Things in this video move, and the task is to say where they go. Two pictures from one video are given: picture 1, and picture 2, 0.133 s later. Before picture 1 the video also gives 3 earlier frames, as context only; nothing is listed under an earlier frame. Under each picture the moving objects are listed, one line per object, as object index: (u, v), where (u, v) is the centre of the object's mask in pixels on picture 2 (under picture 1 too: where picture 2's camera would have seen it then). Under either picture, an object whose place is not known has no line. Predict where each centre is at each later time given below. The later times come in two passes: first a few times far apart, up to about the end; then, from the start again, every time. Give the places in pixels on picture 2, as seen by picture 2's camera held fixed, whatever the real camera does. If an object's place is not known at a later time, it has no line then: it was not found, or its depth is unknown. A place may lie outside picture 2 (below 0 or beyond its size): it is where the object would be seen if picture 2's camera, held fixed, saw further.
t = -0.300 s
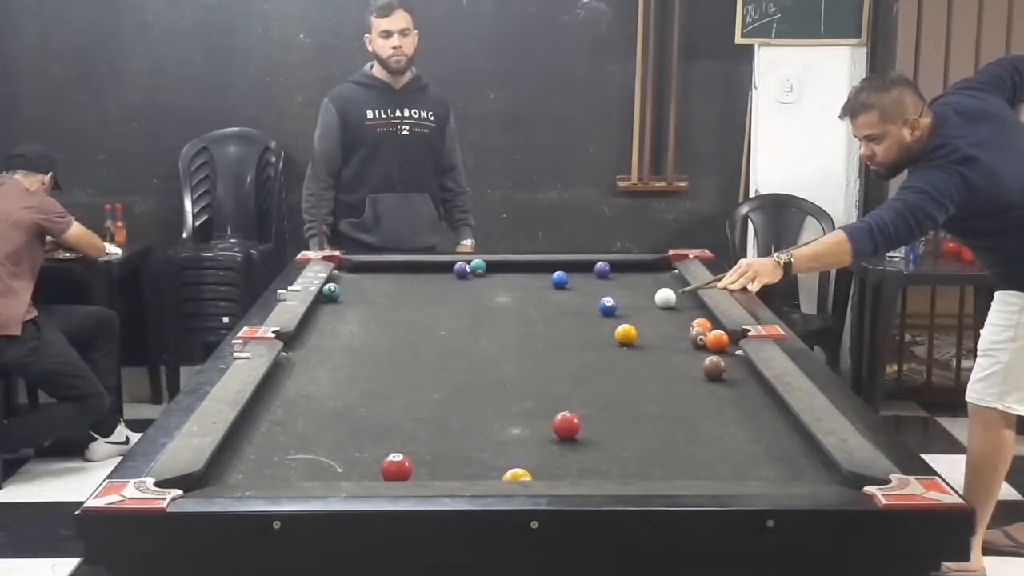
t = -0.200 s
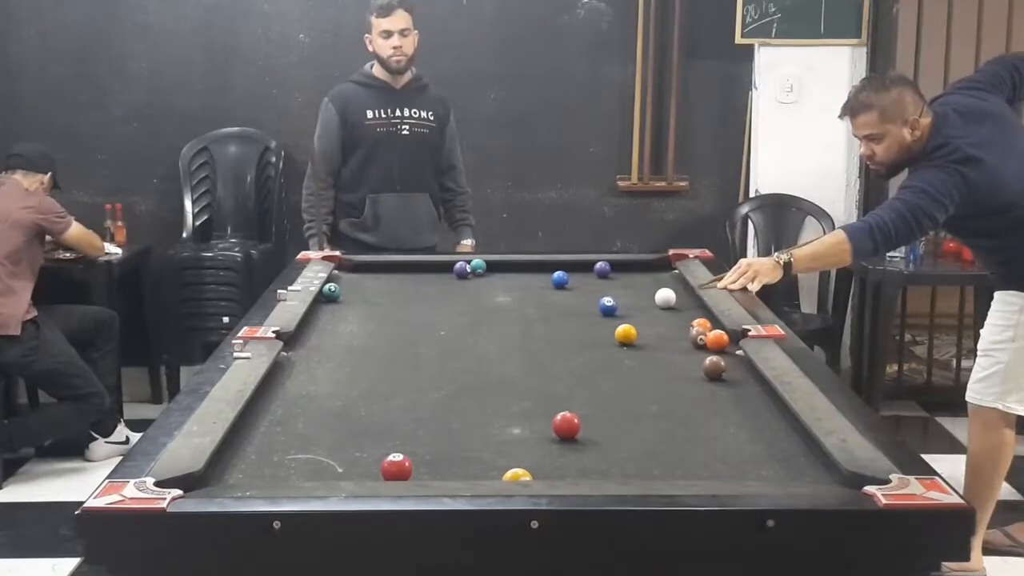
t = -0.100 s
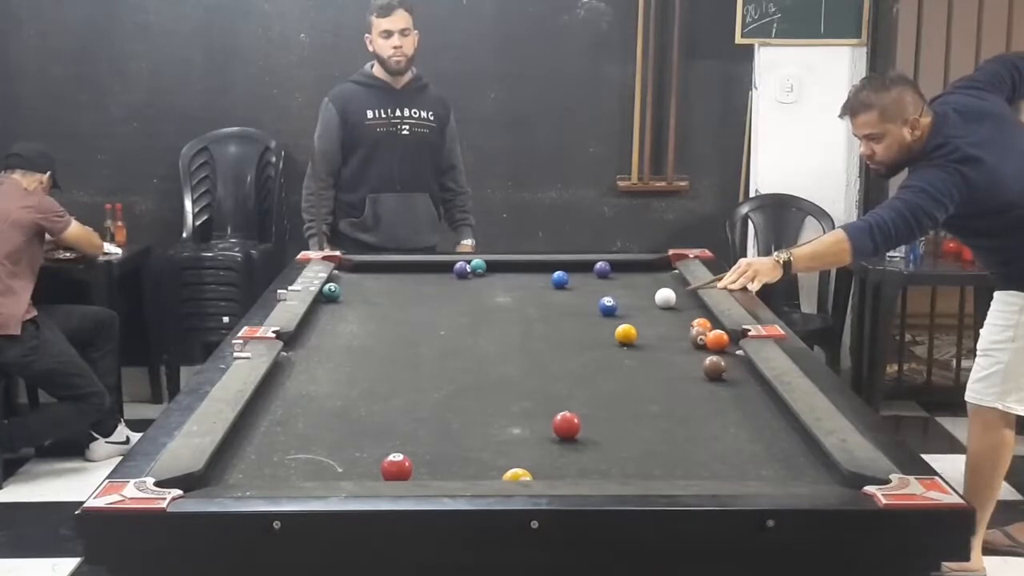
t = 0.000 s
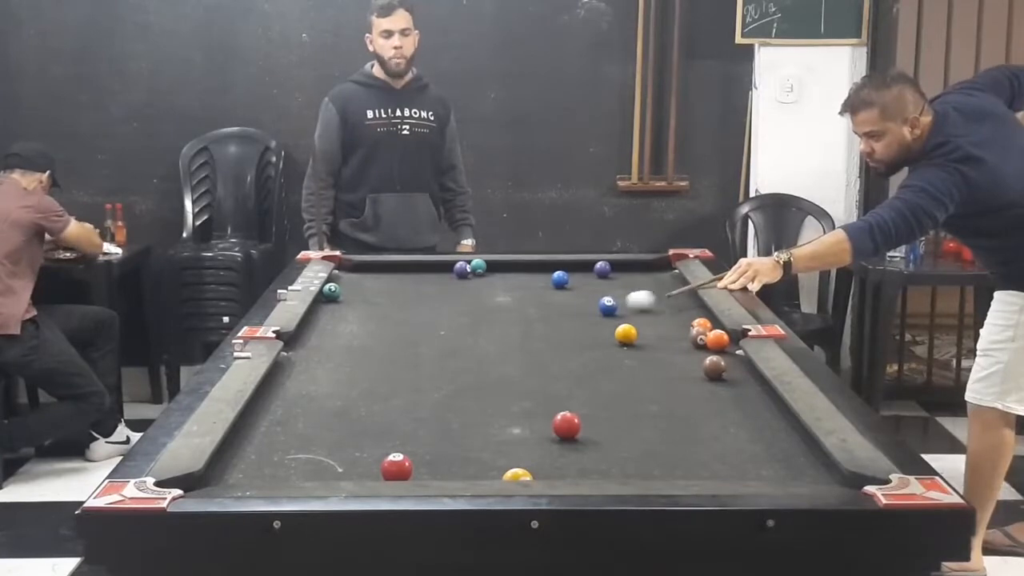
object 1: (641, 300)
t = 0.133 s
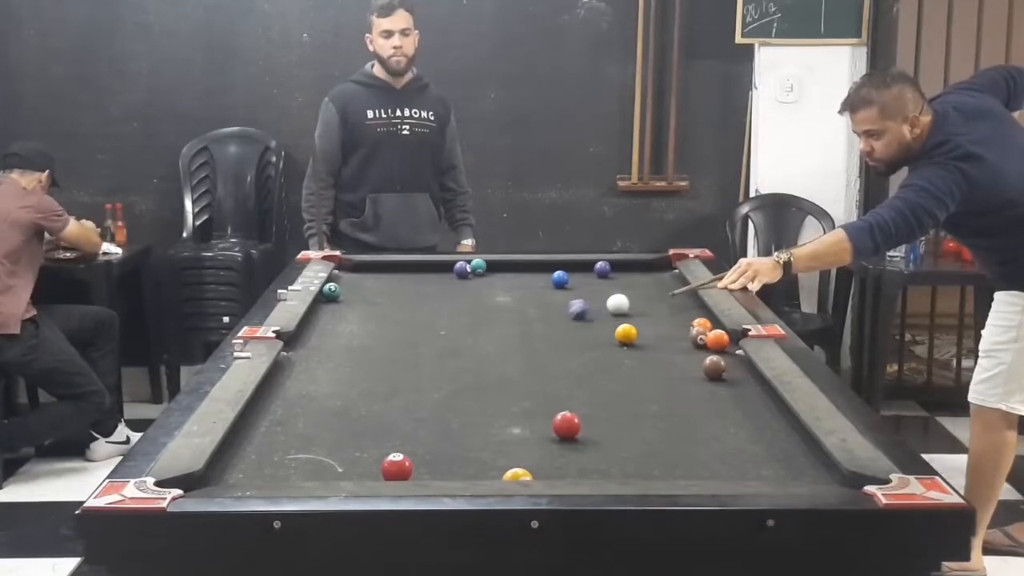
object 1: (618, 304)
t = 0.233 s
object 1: (607, 306)
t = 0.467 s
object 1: (583, 310)
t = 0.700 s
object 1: (561, 314)
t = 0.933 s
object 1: (539, 318)
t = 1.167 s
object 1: (519, 321)
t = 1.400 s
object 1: (501, 324)
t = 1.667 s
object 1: (482, 328)
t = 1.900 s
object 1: (467, 330)
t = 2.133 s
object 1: (454, 332)
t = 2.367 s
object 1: (444, 334)
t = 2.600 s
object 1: (435, 336)
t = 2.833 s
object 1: (429, 337)
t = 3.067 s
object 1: (425, 338)
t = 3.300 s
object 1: (423, 338)
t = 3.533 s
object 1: (423, 338)
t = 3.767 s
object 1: (423, 338)
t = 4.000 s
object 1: (422, 338)
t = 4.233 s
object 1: (423, 337)
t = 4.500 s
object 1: (423, 338)
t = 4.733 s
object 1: (423, 338)
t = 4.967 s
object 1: (423, 338)
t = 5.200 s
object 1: (423, 338)
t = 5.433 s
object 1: (423, 338)
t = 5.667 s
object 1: (423, 338)
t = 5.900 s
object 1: (423, 338)
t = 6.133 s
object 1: (423, 338)
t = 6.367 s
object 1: (423, 338)
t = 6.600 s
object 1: (423, 338)
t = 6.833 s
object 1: (423, 338)
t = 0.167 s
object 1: (615, 305)
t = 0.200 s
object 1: (611, 305)
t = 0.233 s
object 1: (607, 306)
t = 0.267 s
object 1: (604, 307)
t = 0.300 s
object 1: (600, 307)
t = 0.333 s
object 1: (597, 308)
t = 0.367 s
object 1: (593, 308)
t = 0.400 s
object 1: (590, 309)
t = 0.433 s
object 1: (587, 310)
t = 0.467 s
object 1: (583, 310)
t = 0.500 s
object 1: (580, 311)
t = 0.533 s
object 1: (577, 311)
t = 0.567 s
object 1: (573, 312)
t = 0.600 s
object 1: (570, 312)
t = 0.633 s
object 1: (567, 313)
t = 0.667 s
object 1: (564, 313)
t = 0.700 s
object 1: (561, 314)
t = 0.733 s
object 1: (557, 315)
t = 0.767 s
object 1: (554, 315)
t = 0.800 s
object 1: (551, 316)
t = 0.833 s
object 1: (548, 316)
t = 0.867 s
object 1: (545, 316)
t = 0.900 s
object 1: (542, 317)
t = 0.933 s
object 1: (539, 318)
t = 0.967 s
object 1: (536, 318)
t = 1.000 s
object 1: (533, 319)
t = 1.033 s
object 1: (530, 319)
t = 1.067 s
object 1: (527, 320)
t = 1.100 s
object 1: (525, 320)
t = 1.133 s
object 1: (522, 320)
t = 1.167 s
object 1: (519, 321)
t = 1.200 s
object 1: (516, 321)
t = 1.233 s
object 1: (514, 322)
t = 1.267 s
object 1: (511, 322)
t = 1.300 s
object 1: (508, 323)
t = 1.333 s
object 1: (506, 324)
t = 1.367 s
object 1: (503, 324)
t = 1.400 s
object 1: (501, 324)
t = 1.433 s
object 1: (498, 325)
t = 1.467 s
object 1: (496, 325)
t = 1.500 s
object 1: (493, 325)
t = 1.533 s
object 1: (491, 326)
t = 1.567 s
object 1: (488, 326)
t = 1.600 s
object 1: (486, 327)
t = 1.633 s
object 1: (484, 327)
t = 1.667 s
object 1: (482, 328)
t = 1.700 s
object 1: (479, 328)
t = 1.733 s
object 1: (477, 328)
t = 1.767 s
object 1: (475, 329)
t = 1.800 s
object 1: (473, 329)
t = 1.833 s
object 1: (471, 329)
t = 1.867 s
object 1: (469, 329)
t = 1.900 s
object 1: (467, 330)
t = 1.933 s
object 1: (465, 330)
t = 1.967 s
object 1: (463, 331)
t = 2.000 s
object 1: (461, 331)
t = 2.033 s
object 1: (459, 331)
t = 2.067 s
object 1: (458, 332)
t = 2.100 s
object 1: (456, 332)
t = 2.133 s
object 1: (454, 332)
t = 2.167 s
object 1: (453, 332)
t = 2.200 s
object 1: (451, 333)
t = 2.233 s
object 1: (449, 333)
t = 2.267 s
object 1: (448, 333)
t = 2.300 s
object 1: (447, 334)
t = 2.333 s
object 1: (445, 334)
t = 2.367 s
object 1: (444, 334)
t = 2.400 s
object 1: (442, 334)
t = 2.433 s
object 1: (441, 335)
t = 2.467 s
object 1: (440, 335)
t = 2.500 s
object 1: (439, 335)
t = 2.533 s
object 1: (438, 335)
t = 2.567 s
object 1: (436, 336)
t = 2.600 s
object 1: (435, 336)
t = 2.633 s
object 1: (434, 336)
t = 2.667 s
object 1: (433, 336)
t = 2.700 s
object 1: (432, 336)
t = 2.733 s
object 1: (431, 336)
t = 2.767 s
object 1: (430, 337)
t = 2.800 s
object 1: (429, 337)
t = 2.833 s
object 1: (429, 337)
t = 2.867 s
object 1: (428, 337)
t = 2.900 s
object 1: (427, 337)
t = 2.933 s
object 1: (427, 337)
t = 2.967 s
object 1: (426, 337)
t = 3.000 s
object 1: (426, 338)
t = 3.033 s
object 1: (425, 338)
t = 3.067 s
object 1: (425, 338)
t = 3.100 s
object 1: (424, 338)
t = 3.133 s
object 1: (424, 338)
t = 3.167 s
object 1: (424, 338)
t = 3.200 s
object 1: (423, 338)
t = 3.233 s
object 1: (423, 338)
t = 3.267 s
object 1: (423, 338)
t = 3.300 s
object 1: (423, 338)
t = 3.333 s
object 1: (422, 338)
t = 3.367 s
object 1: (422, 338)
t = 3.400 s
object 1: (422, 338)
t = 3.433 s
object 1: (422, 338)
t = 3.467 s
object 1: (422, 338)
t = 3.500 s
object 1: (423, 338)
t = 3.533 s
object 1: (423, 338)
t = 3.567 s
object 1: (423, 338)
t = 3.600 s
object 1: (423, 338)
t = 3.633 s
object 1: (423, 338)
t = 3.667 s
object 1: (423, 338)
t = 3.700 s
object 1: (423, 338)
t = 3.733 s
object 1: (423, 338)
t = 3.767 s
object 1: (423, 338)
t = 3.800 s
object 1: (423, 338)
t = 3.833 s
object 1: (423, 338)
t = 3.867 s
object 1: (423, 338)
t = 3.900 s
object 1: (422, 338)
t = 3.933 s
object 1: (422, 338)
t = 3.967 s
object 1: (422, 338)
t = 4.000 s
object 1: (422, 338)
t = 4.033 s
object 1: (422, 338)
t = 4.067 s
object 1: (423, 338)
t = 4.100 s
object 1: (422, 338)
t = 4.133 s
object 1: (422, 337)
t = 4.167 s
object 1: (423, 337)
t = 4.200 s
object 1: (423, 337)
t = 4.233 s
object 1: (423, 337)
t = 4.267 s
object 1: (423, 337)
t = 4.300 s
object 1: (423, 338)
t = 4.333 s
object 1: (423, 338)
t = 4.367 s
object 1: (423, 338)
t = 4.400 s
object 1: (422, 338)
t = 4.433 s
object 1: (422, 338)
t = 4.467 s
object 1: (423, 338)
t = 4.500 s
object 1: (423, 338)
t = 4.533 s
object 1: (423, 338)
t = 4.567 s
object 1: (423, 338)
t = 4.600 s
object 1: (423, 338)
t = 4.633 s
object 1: (423, 338)
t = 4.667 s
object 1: (423, 338)
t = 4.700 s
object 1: (423, 338)
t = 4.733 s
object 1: (423, 338)
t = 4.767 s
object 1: (423, 338)
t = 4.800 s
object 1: (423, 338)
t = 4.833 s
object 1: (423, 338)
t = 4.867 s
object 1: (423, 338)
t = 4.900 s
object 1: (423, 338)
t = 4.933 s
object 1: (423, 338)
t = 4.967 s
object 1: (423, 338)
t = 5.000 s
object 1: (423, 338)
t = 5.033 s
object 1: (423, 338)
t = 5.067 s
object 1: (423, 338)
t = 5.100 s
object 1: (423, 338)
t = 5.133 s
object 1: (423, 338)
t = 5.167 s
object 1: (423, 338)
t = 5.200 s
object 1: (423, 338)
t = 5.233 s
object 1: (423, 338)
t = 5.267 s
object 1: (423, 338)
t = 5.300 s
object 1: (423, 338)
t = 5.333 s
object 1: (423, 338)
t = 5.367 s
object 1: (423, 338)
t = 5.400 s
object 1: (423, 338)
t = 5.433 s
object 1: (423, 338)
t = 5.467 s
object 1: (423, 338)
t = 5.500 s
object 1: (423, 338)
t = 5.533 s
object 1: (423, 338)
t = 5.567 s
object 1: (423, 338)
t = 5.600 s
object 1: (423, 338)
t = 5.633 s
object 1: (423, 338)
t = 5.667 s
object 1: (423, 338)
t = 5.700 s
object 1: (423, 338)
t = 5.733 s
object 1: (423, 338)
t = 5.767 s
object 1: (423, 338)
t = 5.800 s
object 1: (423, 338)
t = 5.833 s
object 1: (423, 338)
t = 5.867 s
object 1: (423, 338)
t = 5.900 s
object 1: (423, 338)
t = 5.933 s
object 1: (423, 338)
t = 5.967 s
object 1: (423, 338)
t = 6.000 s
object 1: (423, 338)
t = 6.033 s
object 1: (423, 338)
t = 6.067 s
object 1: (423, 338)
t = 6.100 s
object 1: (423, 338)
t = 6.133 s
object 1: (423, 338)
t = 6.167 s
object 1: (423, 338)
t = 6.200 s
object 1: (423, 338)
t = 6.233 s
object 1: (423, 338)
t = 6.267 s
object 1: (423, 338)
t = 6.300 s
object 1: (423, 338)
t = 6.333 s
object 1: (423, 338)
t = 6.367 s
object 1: (423, 338)
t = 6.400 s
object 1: (423, 338)
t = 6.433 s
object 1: (423, 338)
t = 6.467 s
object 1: (423, 338)
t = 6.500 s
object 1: (423, 338)
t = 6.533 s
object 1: (423, 338)
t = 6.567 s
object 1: (423, 338)
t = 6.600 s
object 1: (423, 338)
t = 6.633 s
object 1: (423, 338)
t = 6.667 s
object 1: (423, 338)
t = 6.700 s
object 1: (423, 338)
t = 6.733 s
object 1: (423, 338)
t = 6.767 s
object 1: (423, 338)
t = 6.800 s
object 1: (423, 338)
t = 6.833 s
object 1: (423, 338)
